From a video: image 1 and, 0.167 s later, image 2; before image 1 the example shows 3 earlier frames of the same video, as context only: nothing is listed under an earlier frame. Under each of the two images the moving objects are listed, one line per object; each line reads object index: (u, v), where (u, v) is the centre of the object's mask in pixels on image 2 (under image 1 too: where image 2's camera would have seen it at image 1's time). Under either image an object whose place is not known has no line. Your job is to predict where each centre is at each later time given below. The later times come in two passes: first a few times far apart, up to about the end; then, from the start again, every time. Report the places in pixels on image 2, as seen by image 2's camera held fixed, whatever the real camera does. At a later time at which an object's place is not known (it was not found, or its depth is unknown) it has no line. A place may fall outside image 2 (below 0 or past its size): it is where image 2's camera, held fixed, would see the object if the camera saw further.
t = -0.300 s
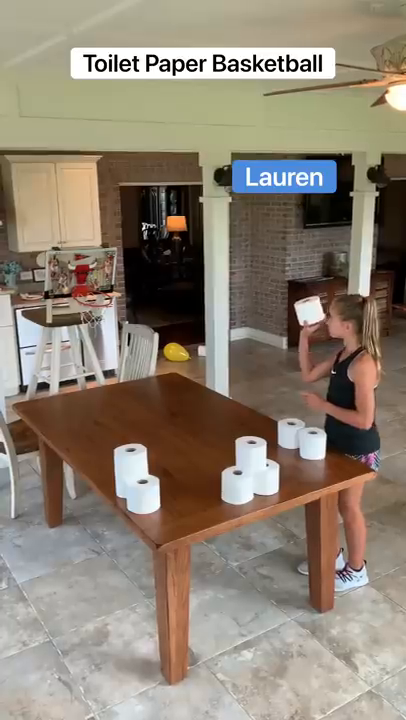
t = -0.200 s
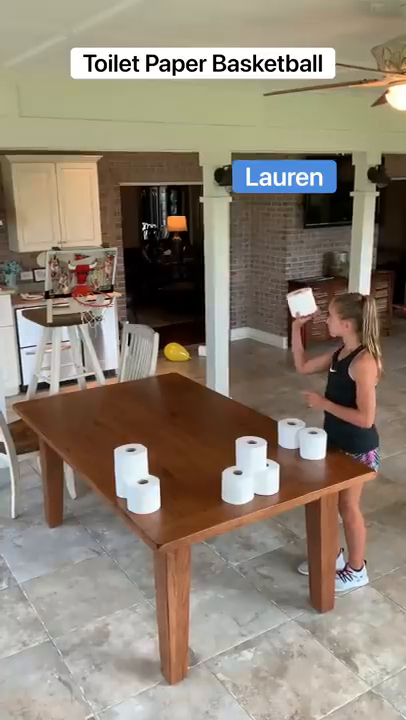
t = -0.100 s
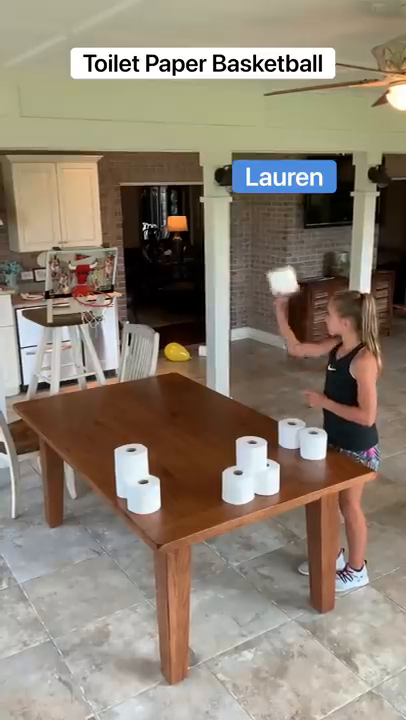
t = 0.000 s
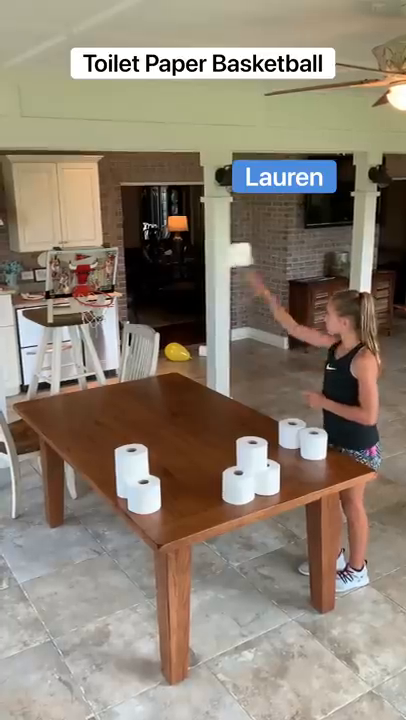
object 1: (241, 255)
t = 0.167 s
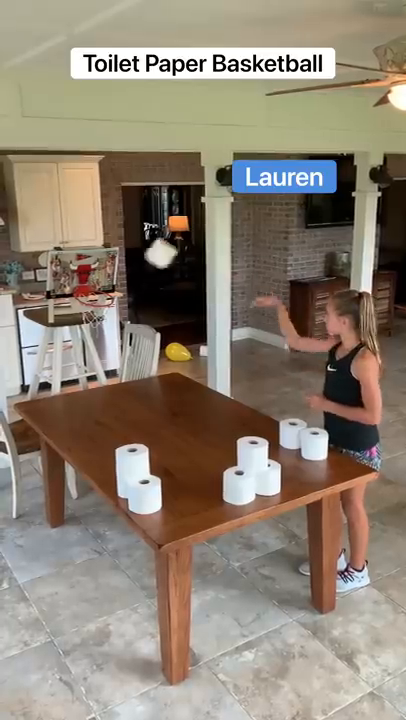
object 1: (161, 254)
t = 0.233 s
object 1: (135, 265)
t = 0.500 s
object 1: (68, 344)
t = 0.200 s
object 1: (147, 258)
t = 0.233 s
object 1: (135, 265)
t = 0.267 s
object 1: (123, 274)
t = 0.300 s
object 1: (107, 284)
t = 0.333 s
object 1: (96, 295)
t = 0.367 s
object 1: (88, 305)
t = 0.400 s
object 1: (78, 316)
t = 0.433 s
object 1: (70, 320)
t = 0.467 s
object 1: (70, 333)
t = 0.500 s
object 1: (68, 344)
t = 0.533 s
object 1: (68, 361)
